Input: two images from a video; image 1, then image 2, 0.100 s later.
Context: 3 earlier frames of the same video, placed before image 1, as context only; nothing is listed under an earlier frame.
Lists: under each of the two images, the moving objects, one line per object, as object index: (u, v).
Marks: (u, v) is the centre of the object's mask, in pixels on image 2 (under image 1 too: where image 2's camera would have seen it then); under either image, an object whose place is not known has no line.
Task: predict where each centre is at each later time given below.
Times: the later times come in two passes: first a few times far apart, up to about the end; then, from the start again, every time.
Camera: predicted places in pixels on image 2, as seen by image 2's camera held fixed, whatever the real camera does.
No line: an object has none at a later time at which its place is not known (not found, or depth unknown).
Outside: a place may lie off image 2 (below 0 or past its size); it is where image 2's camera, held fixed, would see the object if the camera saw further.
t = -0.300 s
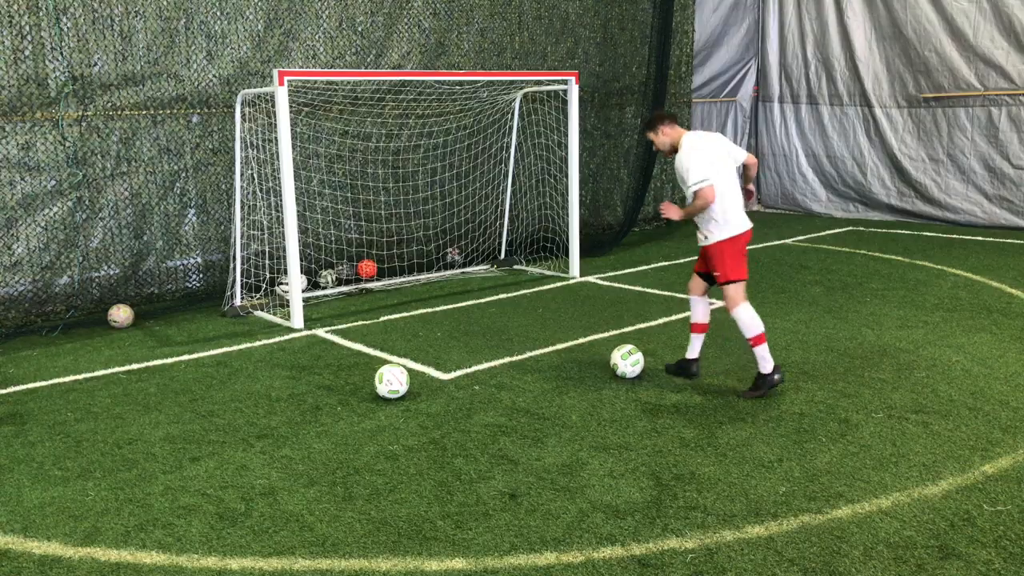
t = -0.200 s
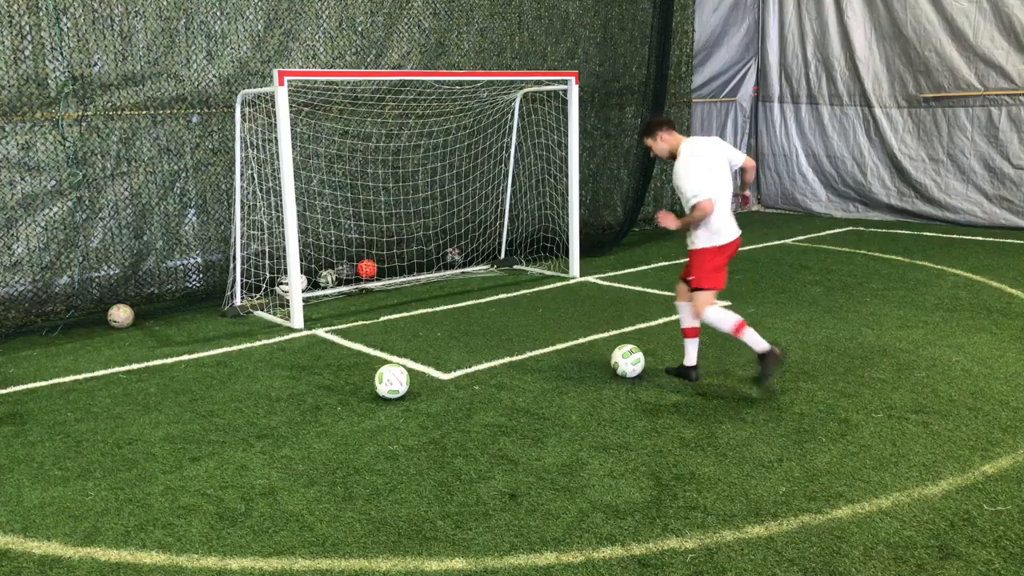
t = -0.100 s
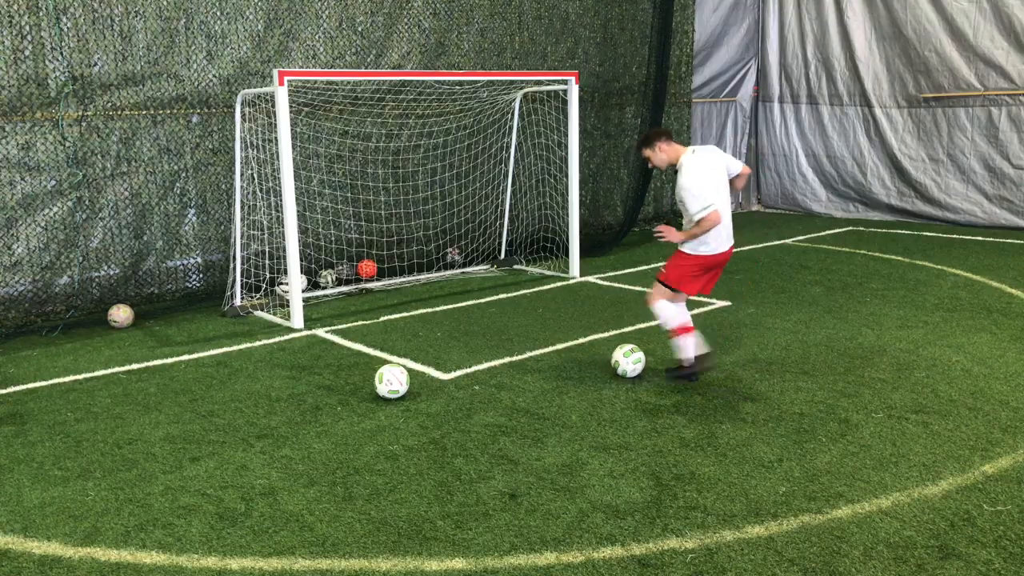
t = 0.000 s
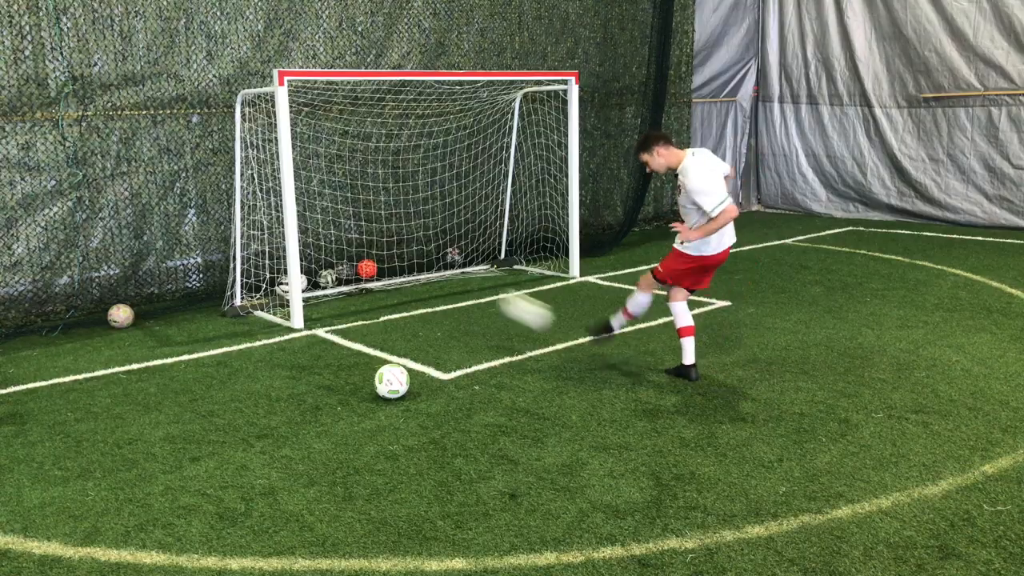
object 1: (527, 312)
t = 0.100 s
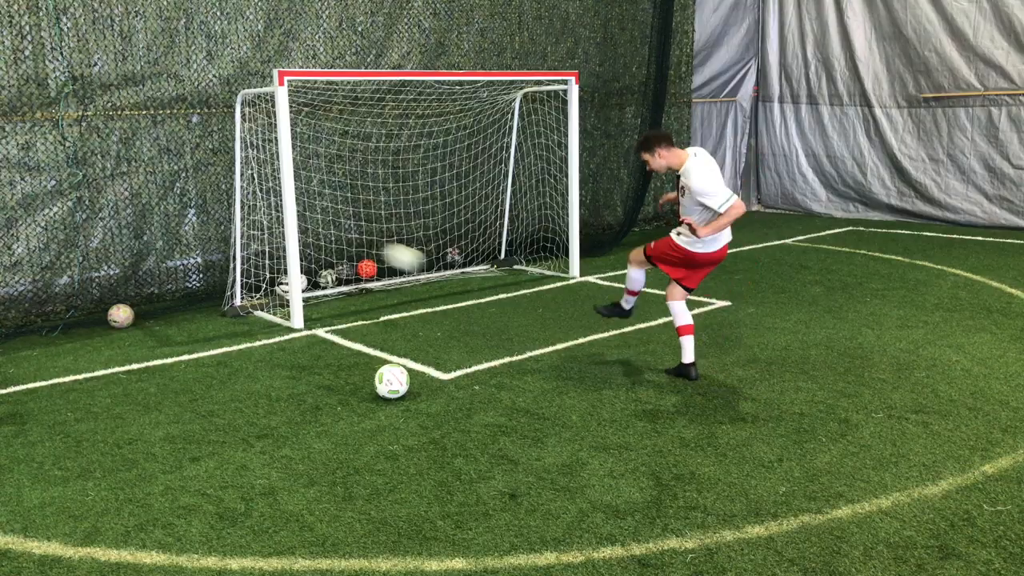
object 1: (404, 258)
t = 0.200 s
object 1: (314, 229)
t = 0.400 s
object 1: (268, 228)
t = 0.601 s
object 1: (267, 286)
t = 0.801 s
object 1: (283, 305)
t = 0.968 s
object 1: (325, 312)
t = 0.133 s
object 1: (372, 247)
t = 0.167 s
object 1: (340, 237)
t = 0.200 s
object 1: (314, 229)
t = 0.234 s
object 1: (301, 222)
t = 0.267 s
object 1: (277, 214)
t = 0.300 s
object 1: (275, 215)
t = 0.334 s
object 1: (272, 218)
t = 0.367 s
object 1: (270, 222)
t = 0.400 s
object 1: (268, 228)
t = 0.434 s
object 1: (266, 236)
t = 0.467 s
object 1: (265, 244)
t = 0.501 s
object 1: (266, 253)
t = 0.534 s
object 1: (266, 263)
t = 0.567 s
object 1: (267, 274)
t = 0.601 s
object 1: (267, 286)
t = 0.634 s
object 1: (270, 293)
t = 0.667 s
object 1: (272, 294)
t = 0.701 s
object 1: (275, 298)
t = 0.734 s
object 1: (278, 302)
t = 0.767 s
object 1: (280, 306)
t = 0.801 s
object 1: (283, 305)
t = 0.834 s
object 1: (286, 303)
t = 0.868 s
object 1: (308, 305)
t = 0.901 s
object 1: (312, 307)
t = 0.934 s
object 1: (318, 309)
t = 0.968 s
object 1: (325, 312)
